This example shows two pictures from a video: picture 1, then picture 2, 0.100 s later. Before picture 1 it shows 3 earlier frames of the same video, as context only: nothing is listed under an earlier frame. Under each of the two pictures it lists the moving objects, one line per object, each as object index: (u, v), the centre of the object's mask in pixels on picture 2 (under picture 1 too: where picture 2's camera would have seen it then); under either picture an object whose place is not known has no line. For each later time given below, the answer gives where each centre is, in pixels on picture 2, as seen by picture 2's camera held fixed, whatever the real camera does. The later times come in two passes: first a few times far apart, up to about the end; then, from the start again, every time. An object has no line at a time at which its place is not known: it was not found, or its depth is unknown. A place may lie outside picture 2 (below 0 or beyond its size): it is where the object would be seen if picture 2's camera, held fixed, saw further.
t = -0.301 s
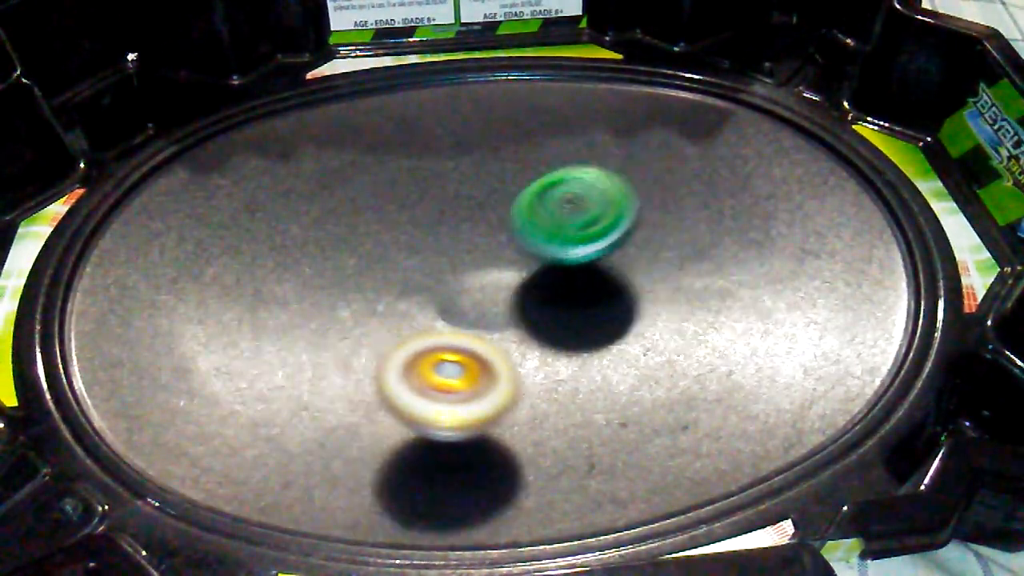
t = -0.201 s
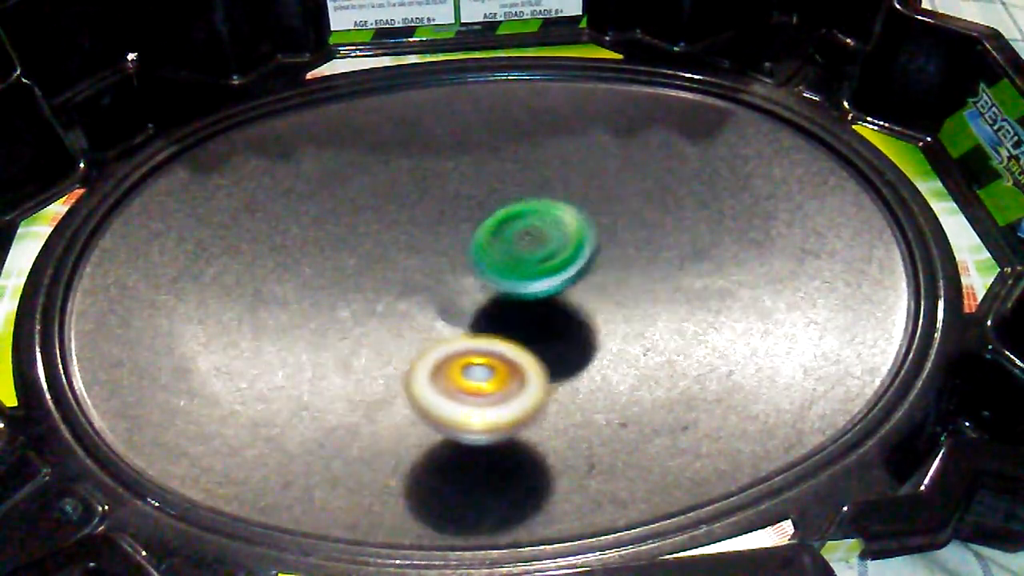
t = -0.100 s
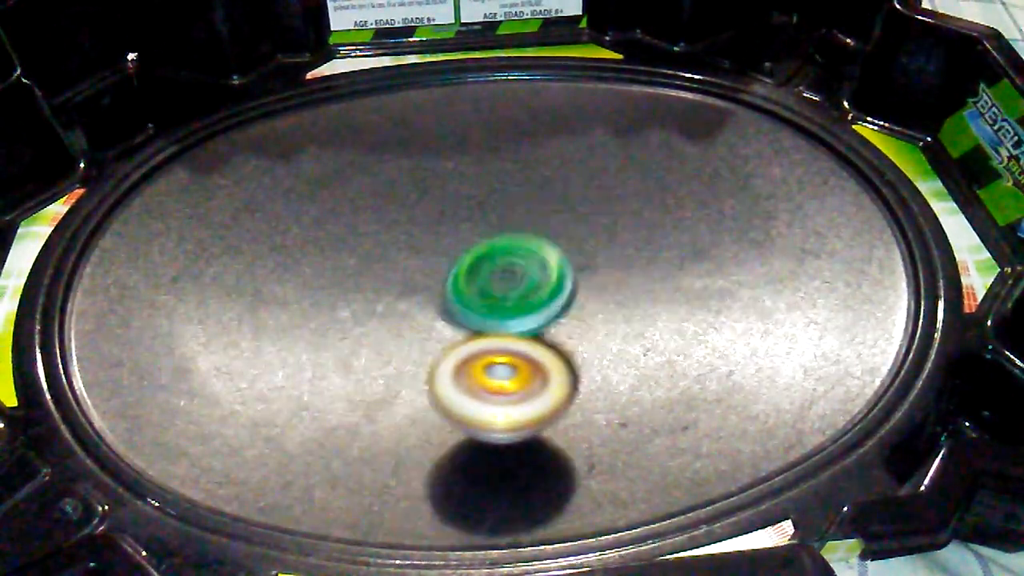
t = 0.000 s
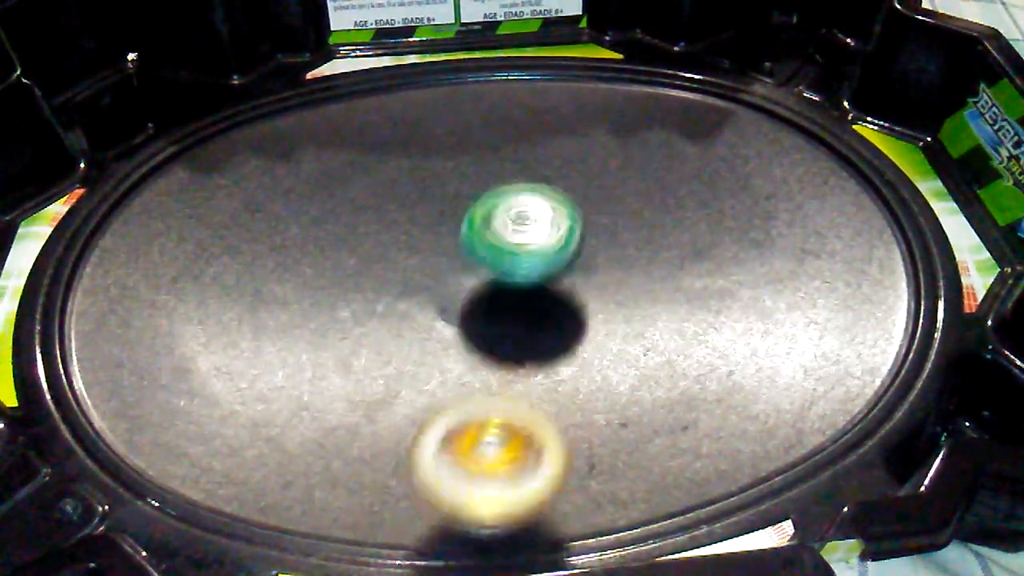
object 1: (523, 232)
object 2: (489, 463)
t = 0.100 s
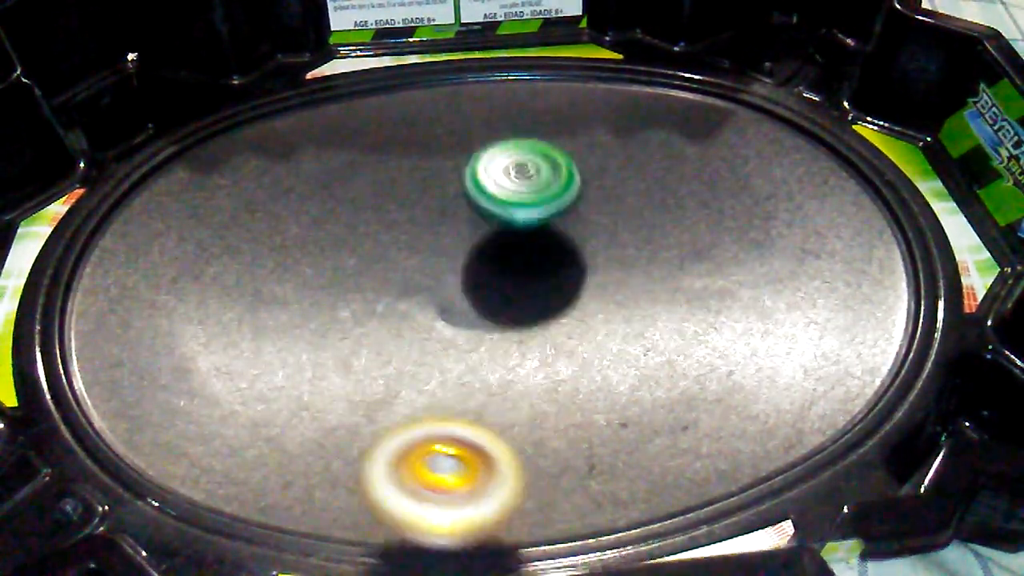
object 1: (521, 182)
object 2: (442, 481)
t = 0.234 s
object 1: (496, 165)
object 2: (390, 432)
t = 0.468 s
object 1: (449, 203)
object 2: (467, 306)
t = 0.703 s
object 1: (403, 192)
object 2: (702, 292)
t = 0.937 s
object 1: (421, 230)
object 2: (779, 350)
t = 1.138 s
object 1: (478, 259)
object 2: (661, 349)
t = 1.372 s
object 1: (460, 220)
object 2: (623, 310)
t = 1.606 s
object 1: (431, 248)
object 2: (594, 261)
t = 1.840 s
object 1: (456, 296)
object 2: (607, 202)
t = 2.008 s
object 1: (495, 310)
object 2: (635, 197)
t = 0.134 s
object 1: (518, 172)
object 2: (426, 471)
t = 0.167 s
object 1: (512, 168)
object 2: (410, 458)
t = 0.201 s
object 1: (504, 165)
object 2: (398, 446)
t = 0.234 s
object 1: (496, 165)
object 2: (390, 432)
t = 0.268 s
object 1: (488, 167)
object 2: (386, 416)
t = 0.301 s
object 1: (479, 169)
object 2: (386, 399)
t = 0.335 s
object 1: (471, 174)
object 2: (391, 381)
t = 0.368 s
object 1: (465, 180)
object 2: (402, 363)
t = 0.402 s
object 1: (458, 187)
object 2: (419, 344)
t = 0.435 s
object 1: (452, 195)
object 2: (441, 324)
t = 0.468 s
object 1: (449, 203)
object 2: (467, 306)
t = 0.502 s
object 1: (442, 208)
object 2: (492, 293)
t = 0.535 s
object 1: (433, 200)
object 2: (529, 290)
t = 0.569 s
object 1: (424, 194)
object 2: (565, 289)
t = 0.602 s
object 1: (417, 192)
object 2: (604, 290)
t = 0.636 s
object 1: (411, 190)
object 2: (637, 287)
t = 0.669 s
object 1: (406, 190)
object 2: (671, 289)
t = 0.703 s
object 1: (403, 192)
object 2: (702, 292)
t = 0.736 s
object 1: (401, 194)
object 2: (732, 298)
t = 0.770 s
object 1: (401, 197)
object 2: (754, 305)
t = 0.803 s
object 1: (402, 202)
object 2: (773, 314)
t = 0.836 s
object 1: (405, 208)
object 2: (786, 326)
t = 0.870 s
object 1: (409, 215)
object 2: (790, 335)
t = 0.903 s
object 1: (414, 223)
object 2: (787, 343)
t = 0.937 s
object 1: (421, 230)
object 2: (779, 350)
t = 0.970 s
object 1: (428, 237)
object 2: (765, 356)
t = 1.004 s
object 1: (437, 244)
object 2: (749, 358)
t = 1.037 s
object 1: (446, 250)
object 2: (730, 359)
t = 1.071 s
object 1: (456, 255)
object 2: (709, 358)
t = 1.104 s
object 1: (466, 257)
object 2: (687, 355)
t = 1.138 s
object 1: (478, 259)
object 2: (661, 349)
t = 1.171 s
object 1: (489, 261)
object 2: (640, 341)
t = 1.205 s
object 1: (502, 262)
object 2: (618, 330)
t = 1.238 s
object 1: (506, 259)
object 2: (607, 321)
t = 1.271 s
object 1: (494, 246)
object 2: (615, 322)
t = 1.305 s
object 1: (482, 235)
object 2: (621, 320)
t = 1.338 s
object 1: (470, 226)
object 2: (623, 316)
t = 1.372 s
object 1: (460, 220)
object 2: (623, 310)
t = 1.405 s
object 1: (452, 218)
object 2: (620, 304)
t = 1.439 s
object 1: (445, 219)
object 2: (615, 298)
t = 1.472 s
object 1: (439, 222)
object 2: (609, 292)
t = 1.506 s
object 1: (435, 227)
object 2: (604, 287)
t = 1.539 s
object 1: (432, 233)
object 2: (600, 279)
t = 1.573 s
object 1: (431, 240)
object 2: (597, 271)
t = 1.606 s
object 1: (431, 248)
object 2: (594, 261)
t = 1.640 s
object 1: (432, 256)
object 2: (593, 251)
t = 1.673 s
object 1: (433, 264)
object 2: (593, 242)
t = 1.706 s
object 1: (436, 271)
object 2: (593, 232)
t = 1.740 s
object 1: (440, 278)
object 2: (595, 223)
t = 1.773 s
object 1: (444, 284)
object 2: (598, 216)
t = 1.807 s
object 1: (450, 291)
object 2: (602, 208)
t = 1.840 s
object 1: (456, 296)
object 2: (607, 202)
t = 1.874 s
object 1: (464, 300)
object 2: (612, 198)
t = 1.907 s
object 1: (473, 304)
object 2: (617, 195)
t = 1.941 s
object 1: (480, 307)
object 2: (624, 194)
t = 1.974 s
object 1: (488, 309)
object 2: (630, 195)
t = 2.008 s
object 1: (495, 310)
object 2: (635, 197)
